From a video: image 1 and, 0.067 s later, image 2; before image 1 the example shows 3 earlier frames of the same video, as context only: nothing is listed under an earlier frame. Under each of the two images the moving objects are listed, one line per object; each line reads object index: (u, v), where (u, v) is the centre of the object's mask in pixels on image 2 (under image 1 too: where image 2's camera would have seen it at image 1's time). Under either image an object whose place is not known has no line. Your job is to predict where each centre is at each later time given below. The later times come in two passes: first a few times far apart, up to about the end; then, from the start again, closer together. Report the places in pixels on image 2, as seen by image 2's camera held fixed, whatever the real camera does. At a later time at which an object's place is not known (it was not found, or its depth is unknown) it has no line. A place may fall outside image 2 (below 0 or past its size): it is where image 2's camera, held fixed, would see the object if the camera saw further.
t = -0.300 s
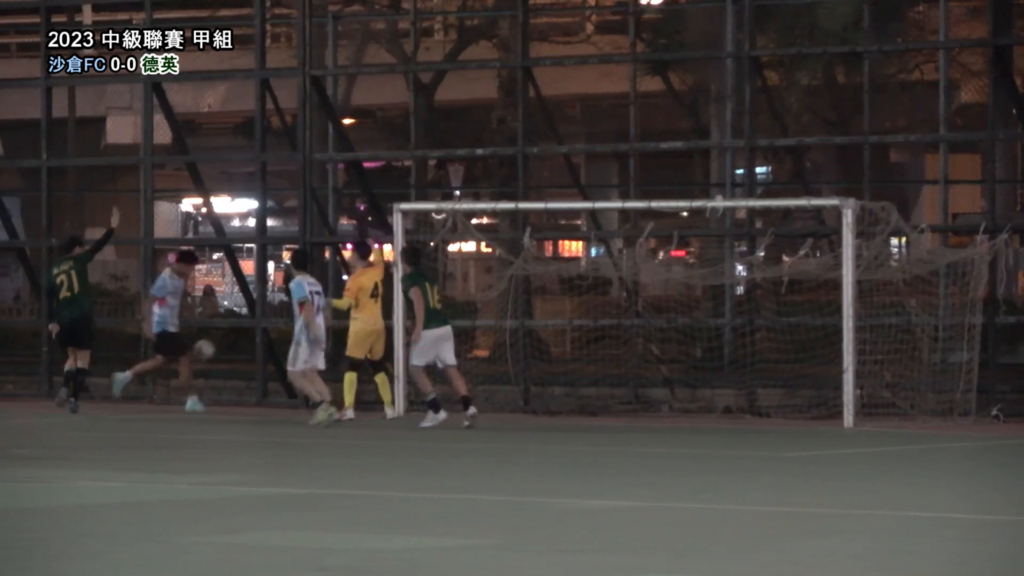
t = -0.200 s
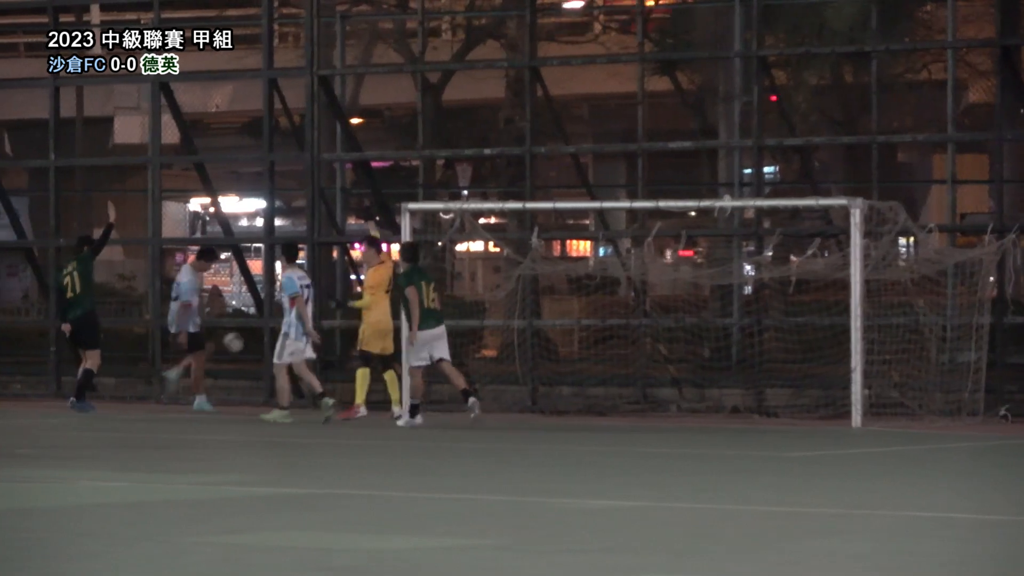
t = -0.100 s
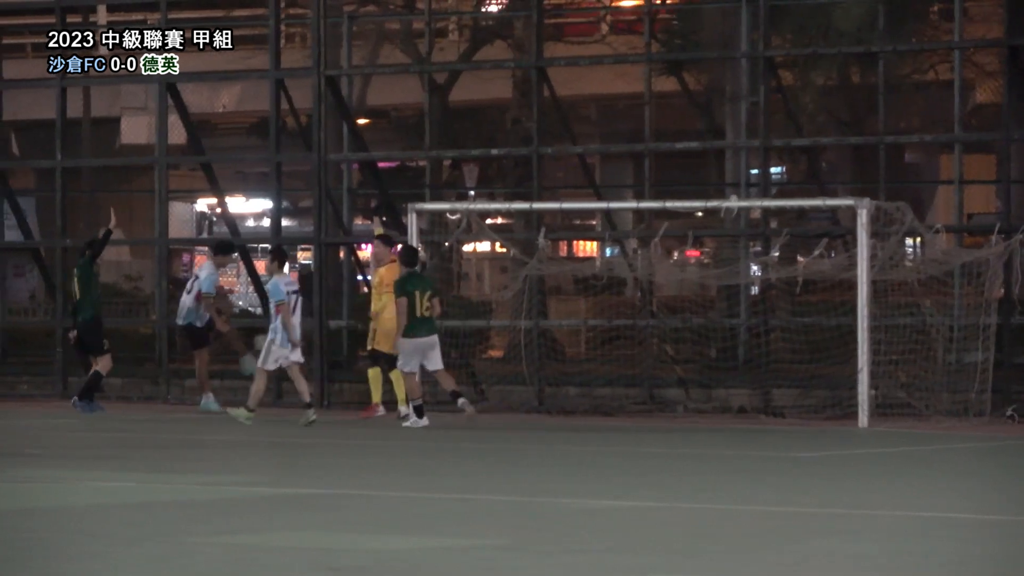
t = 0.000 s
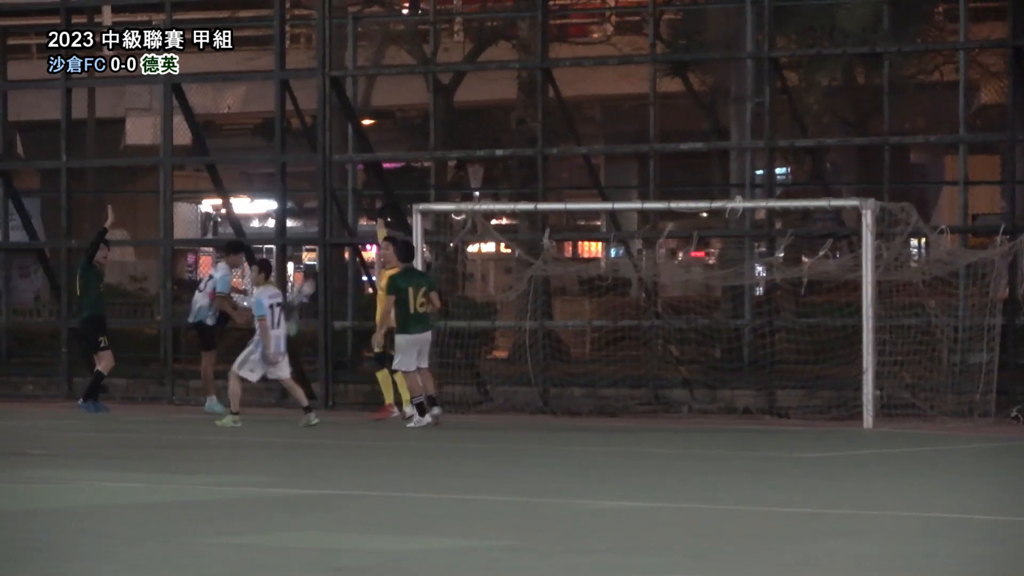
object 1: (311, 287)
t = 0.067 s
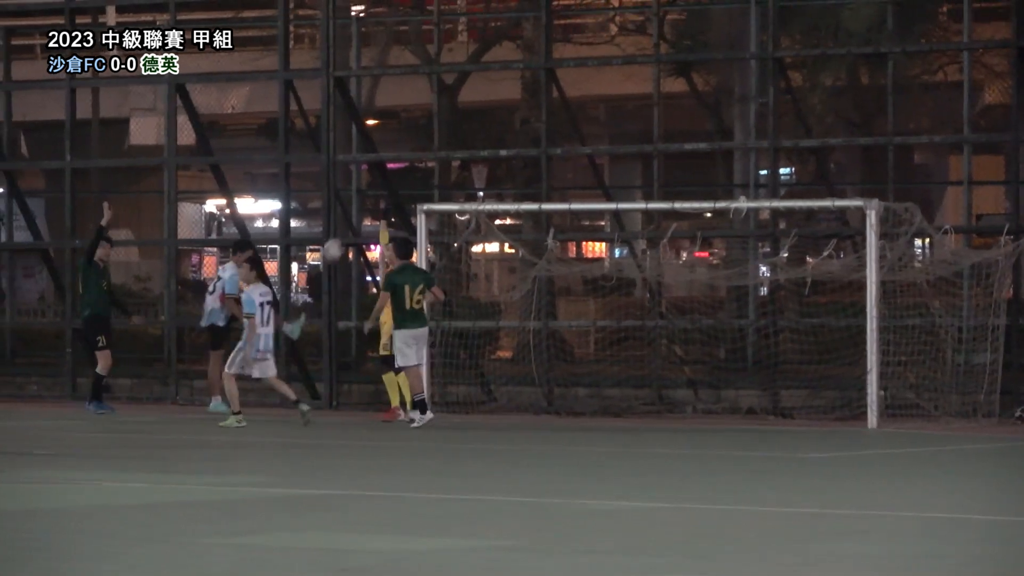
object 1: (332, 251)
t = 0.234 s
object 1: (395, 169)
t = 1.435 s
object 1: (832, 276)
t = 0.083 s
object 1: (340, 240)
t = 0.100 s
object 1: (346, 231)
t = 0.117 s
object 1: (351, 223)
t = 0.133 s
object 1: (358, 215)
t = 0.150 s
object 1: (364, 206)
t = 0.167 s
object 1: (371, 198)
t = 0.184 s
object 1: (376, 190)
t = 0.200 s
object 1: (383, 183)
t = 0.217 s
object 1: (389, 177)
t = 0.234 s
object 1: (395, 169)
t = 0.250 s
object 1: (402, 162)
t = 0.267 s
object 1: (408, 155)
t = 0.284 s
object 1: (414, 149)
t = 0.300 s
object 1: (420, 143)
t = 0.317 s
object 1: (427, 138)
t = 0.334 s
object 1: (433, 131)
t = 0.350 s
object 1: (439, 127)
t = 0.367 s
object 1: (445, 122)
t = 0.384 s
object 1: (451, 117)
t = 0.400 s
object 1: (457, 113)
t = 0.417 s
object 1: (464, 109)
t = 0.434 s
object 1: (469, 105)
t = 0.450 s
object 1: (475, 101)
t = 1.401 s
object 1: (824, 284)
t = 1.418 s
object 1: (829, 279)
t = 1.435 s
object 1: (832, 276)
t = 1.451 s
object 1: (836, 272)
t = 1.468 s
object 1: (840, 268)
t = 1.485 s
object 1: (842, 264)
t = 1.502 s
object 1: (846, 261)
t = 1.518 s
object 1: (850, 257)
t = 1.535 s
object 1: (852, 255)
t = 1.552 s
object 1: (855, 253)
